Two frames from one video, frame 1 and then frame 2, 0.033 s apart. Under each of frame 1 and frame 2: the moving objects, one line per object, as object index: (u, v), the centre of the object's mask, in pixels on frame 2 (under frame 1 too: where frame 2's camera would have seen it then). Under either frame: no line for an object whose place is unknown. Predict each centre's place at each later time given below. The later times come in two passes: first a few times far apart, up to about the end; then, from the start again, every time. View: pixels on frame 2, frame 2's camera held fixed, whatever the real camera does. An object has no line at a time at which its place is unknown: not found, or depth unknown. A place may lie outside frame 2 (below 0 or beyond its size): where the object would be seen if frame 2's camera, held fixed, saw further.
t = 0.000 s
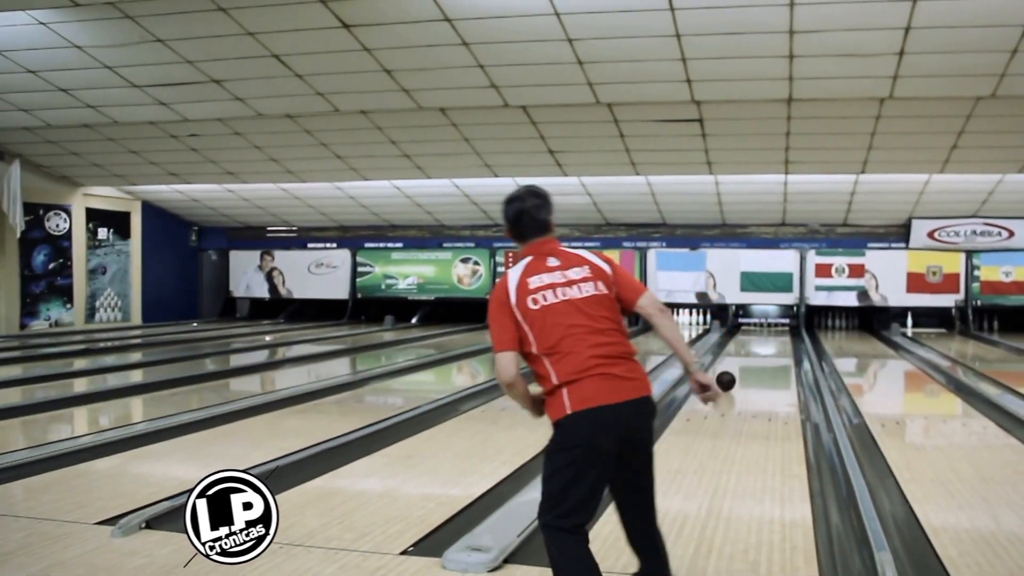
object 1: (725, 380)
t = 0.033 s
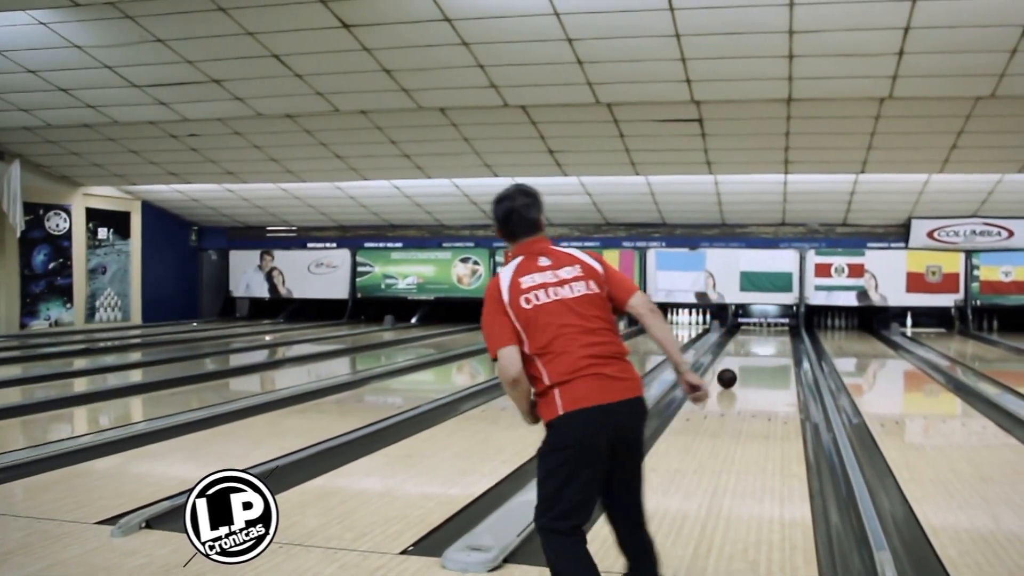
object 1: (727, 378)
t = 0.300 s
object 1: (738, 361)
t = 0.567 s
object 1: (746, 349)
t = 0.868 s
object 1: (753, 339)
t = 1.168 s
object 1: (758, 332)
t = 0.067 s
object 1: (728, 376)
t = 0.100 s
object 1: (730, 374)
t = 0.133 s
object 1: (731, 372)
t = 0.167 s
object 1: (733, 369)
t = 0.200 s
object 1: (734, 367)
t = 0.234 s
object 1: (736, 365)
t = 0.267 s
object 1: (737, 363)
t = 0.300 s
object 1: (738, 361)
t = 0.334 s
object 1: (739, 360)
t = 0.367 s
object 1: (741, 358)
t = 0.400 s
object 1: (742, 356)
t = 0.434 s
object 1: (743, 354)
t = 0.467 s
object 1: (744, 353)
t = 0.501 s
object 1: (745, 352)
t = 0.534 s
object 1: (745, 351)
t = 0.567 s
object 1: (746, 349)
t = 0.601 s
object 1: (747, 348)
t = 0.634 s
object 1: (748, 347)
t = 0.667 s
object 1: (749, 346)
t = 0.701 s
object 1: (749, 345)
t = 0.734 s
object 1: (750, 344)
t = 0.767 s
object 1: (751, 342)
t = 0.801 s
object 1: (751, 341)
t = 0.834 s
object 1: (752, 340)
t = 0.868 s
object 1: (753, 339)
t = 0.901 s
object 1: (753, 338)
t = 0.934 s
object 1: (754, 337)
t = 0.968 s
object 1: (755, 336)
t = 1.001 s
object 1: (755, 336)
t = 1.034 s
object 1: (755, 335)
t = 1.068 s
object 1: (756, 334)
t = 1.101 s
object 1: (757, 334)
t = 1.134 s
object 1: (758, 333)
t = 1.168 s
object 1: (758, 332)
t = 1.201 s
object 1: (759, 331)
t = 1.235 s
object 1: (759, 331)
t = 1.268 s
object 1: (759, 330)
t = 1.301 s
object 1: (760, 330)
